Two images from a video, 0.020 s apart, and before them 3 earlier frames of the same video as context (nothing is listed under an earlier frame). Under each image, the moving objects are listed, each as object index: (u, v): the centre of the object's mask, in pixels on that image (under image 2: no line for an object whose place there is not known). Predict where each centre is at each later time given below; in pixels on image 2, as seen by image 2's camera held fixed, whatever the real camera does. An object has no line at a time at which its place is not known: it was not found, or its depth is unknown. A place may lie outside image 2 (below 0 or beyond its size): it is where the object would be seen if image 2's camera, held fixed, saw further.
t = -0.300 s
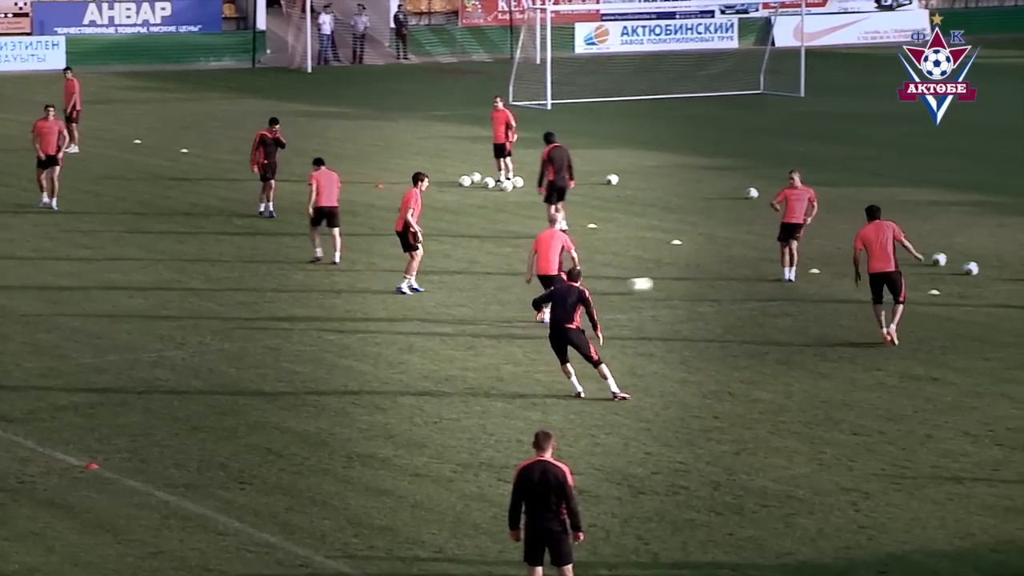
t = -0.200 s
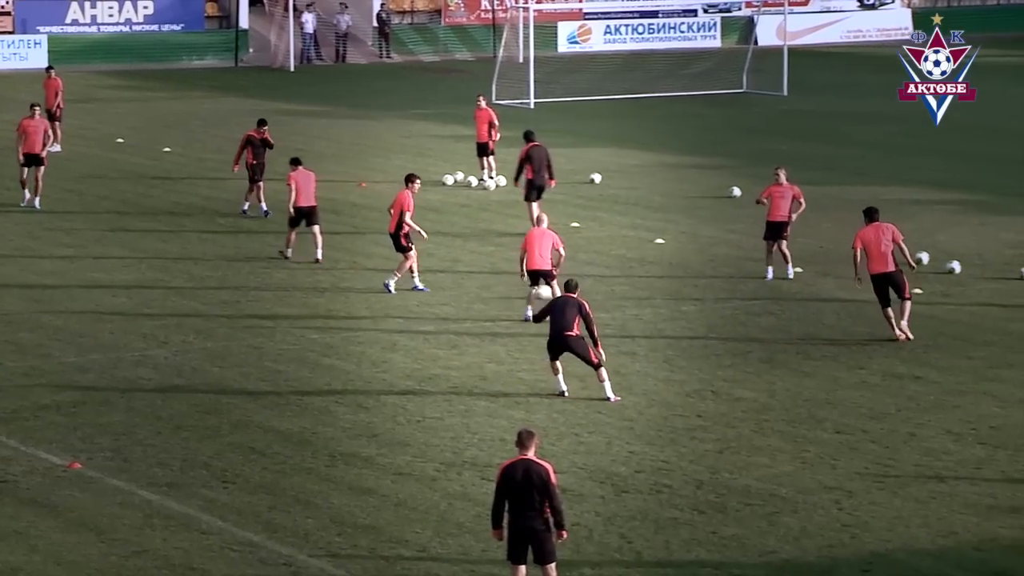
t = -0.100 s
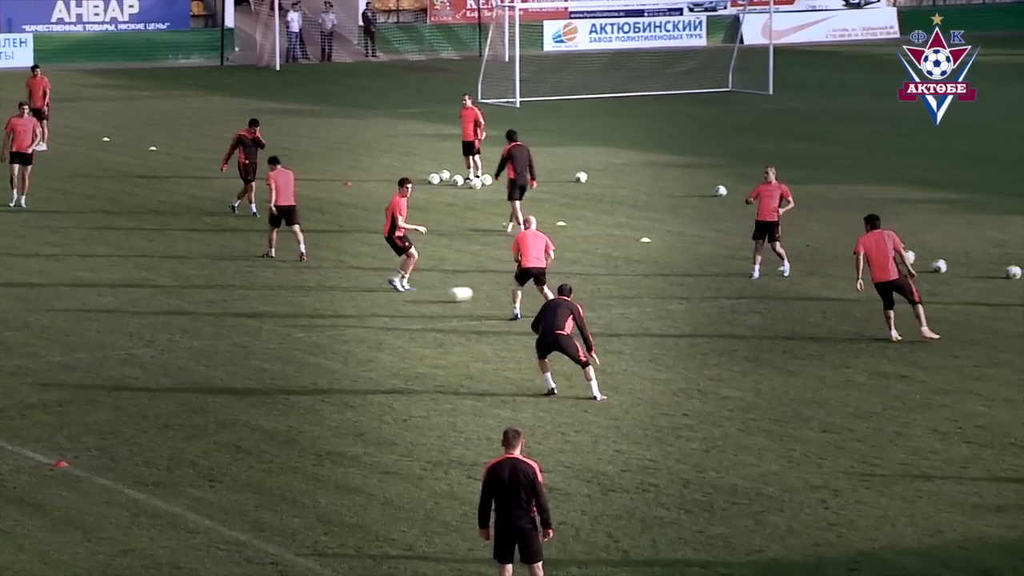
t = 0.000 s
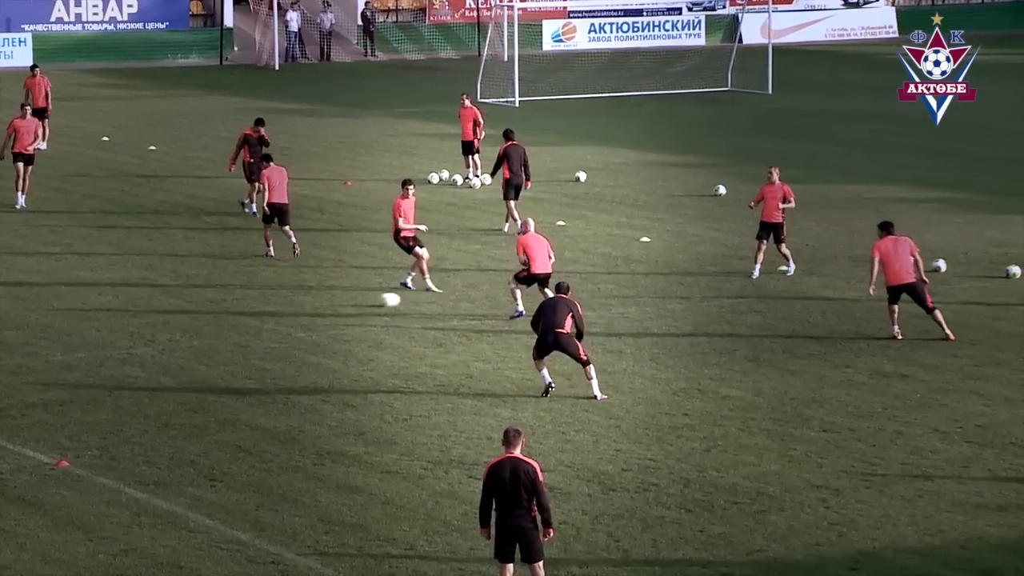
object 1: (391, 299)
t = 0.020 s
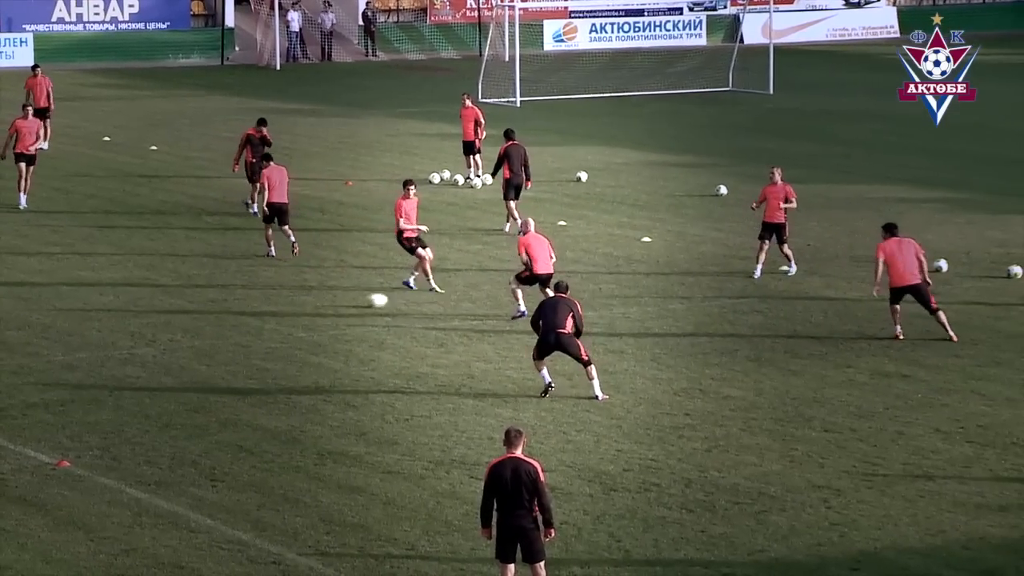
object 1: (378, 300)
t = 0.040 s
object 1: (364, 301)
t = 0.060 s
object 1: (352, 301)
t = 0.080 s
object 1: (338, 302)
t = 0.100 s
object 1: (326, 303)
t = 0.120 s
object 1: (312, 304)
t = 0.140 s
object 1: (299, 305)
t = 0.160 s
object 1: (286, 306)
